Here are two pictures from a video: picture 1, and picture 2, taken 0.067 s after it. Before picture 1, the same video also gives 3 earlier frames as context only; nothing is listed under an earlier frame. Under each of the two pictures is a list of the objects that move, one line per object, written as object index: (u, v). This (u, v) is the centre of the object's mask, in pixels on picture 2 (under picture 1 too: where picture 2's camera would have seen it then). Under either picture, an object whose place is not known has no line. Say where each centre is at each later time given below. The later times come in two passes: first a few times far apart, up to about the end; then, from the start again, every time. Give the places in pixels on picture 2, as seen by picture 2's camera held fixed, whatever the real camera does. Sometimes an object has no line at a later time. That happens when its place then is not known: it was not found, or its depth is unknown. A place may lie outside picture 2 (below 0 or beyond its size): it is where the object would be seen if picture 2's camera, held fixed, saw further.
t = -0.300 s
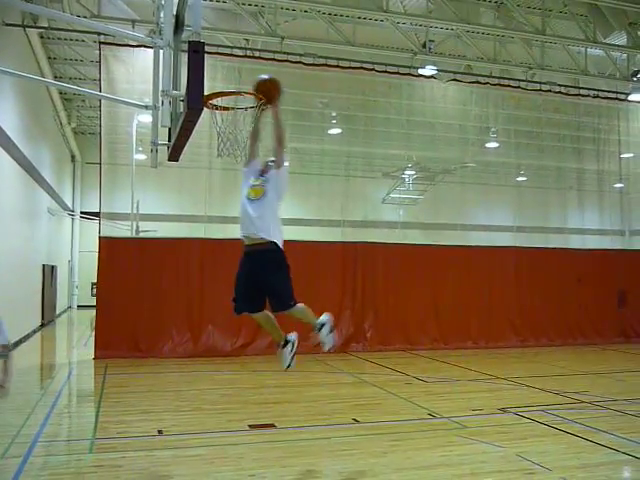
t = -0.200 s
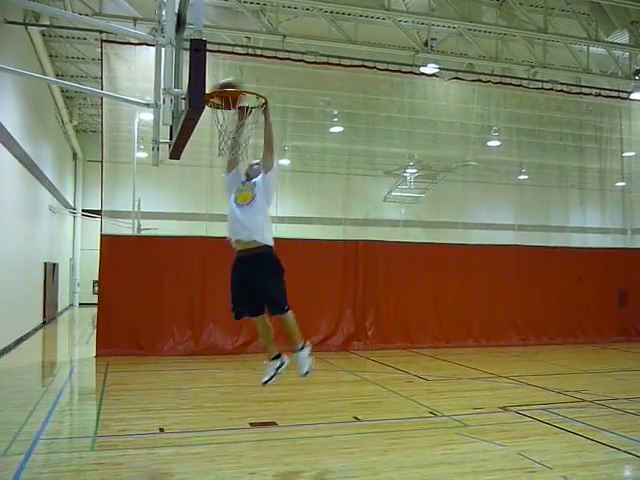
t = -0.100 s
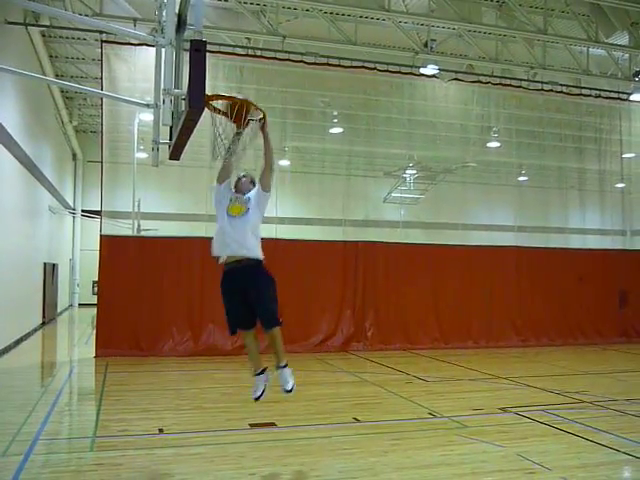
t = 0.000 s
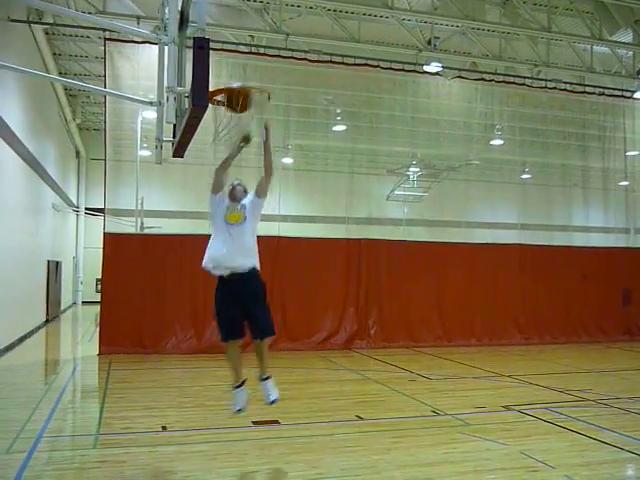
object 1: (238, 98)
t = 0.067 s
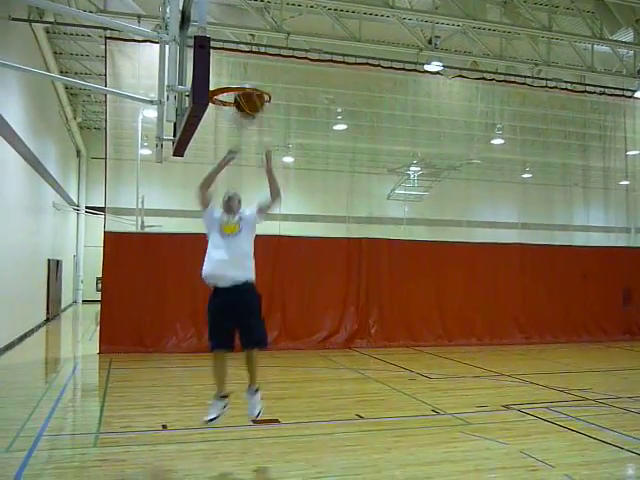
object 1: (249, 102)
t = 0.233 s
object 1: (248, 136)
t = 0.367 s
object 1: (242, 179)
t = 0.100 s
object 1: (250, 110)
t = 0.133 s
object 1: (250, 116)
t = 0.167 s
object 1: (249, 120)
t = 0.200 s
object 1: (248, 127)
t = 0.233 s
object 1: (248, 136)
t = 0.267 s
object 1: (248, 145)
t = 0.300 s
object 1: (245, 156)
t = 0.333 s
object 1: (244, 166)
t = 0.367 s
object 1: (242, 179)
